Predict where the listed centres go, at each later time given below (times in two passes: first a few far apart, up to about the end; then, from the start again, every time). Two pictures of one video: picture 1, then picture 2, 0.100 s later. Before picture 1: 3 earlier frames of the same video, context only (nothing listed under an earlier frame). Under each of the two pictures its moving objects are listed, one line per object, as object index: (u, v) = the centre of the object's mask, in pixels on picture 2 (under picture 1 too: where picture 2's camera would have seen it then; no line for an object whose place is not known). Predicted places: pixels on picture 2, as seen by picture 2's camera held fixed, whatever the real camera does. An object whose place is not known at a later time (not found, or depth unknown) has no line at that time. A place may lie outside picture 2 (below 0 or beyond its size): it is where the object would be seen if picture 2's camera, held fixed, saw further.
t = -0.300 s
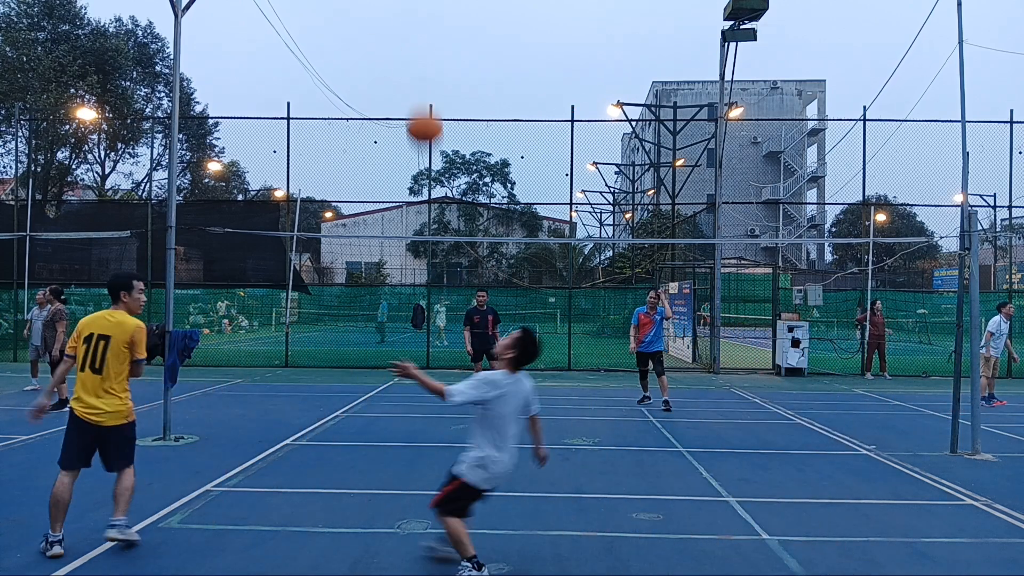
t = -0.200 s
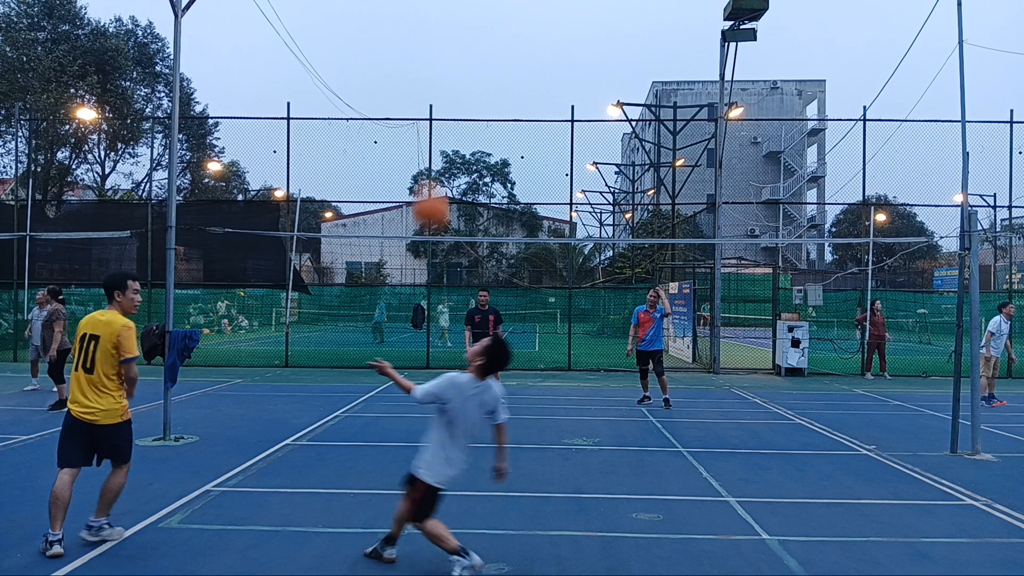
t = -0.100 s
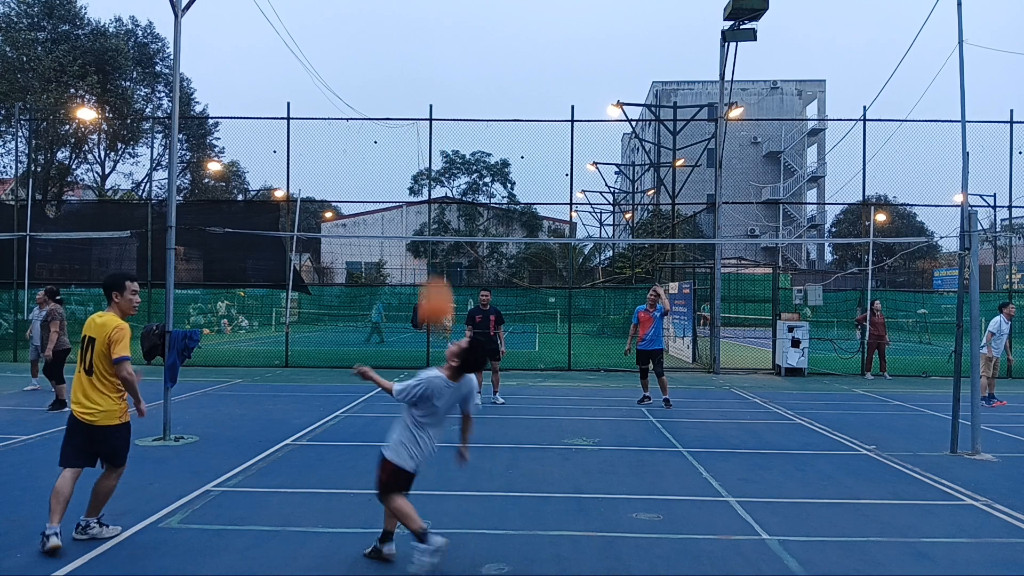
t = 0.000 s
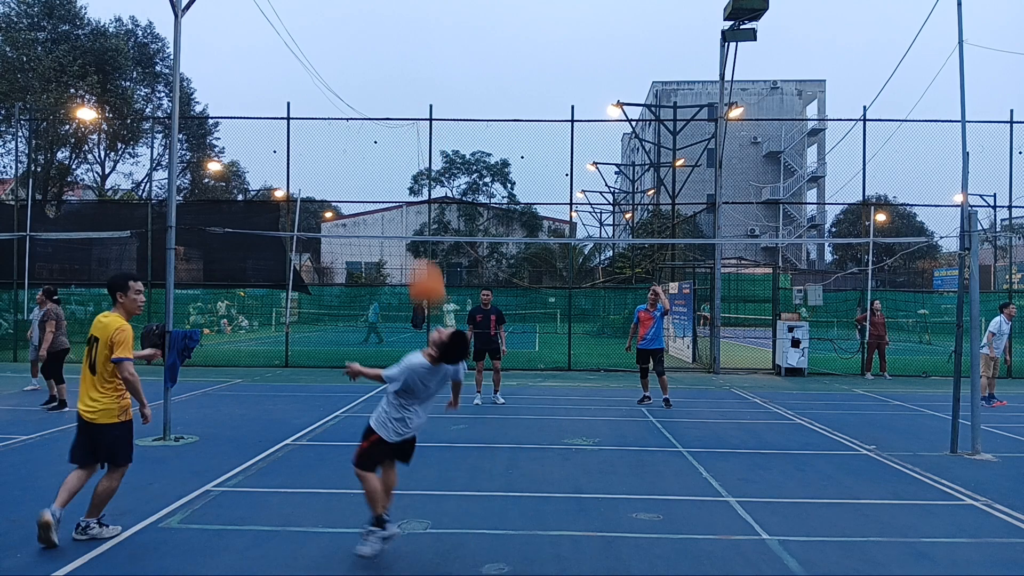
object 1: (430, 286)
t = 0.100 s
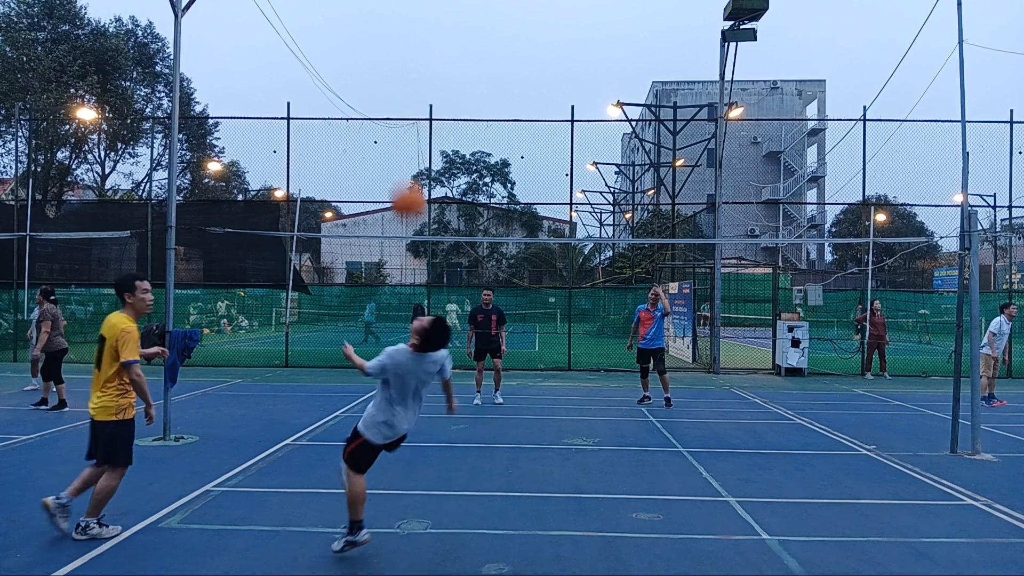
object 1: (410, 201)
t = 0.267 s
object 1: (380, 98)
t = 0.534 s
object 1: (339, 29)
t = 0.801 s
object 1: (302, 61)
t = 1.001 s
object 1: (276, 143)
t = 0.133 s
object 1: (403, 175)
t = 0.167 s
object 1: (397, 153)
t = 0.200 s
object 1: (390, 132)
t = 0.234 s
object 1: (385, 114)
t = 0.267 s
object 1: (380, 98)
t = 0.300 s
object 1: (374, 83)
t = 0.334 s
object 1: (369, 70)
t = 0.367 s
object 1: (364, 59)
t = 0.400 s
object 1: (359, 50)
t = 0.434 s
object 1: (353, 42)
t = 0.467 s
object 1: (349, 36)
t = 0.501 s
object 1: (344, 32)
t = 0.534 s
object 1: (339, 29)
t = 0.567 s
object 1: (334, 28)
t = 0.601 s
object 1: (329, 28)
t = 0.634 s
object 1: (325, 30)
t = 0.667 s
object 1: (320, 33)
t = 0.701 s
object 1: (315, 38)
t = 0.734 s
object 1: (311, 44)
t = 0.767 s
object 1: (306, 52)
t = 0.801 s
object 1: (302, 61)
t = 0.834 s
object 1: (297, 72)
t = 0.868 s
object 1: (293, 83)
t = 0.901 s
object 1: (289, 96)
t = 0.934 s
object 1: (284, 110)
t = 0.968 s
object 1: (280, 126)
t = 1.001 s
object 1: (276, 143)
